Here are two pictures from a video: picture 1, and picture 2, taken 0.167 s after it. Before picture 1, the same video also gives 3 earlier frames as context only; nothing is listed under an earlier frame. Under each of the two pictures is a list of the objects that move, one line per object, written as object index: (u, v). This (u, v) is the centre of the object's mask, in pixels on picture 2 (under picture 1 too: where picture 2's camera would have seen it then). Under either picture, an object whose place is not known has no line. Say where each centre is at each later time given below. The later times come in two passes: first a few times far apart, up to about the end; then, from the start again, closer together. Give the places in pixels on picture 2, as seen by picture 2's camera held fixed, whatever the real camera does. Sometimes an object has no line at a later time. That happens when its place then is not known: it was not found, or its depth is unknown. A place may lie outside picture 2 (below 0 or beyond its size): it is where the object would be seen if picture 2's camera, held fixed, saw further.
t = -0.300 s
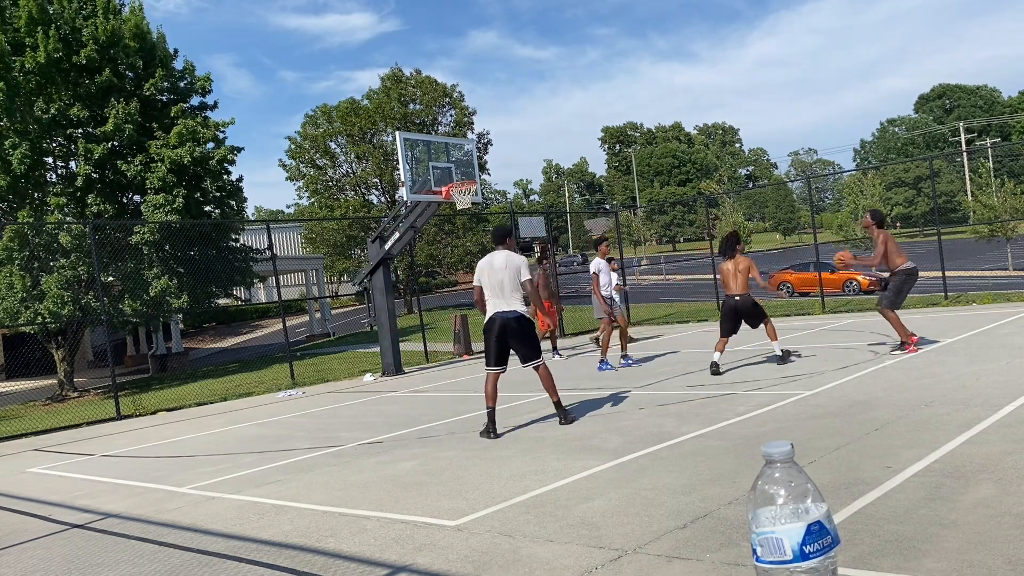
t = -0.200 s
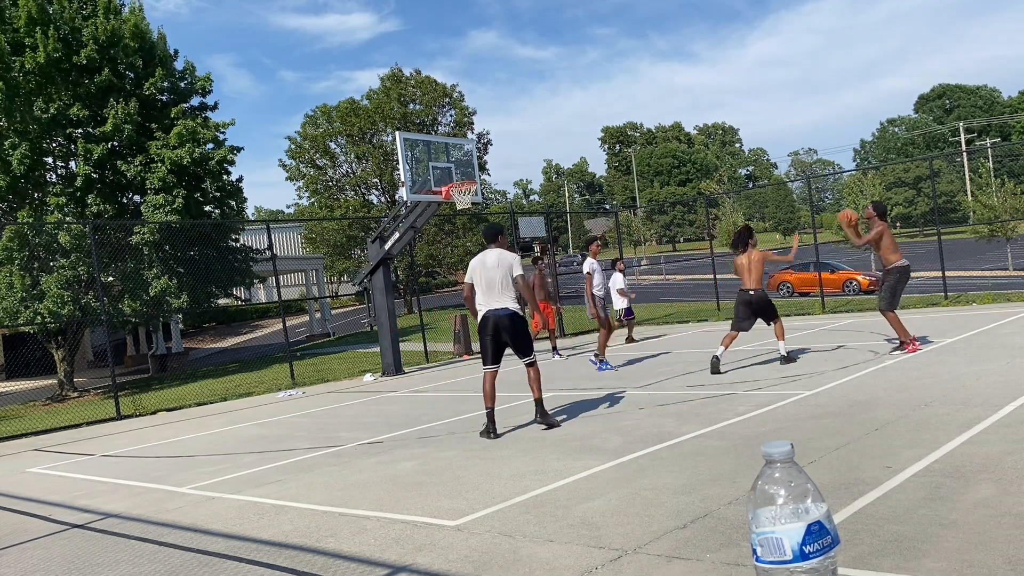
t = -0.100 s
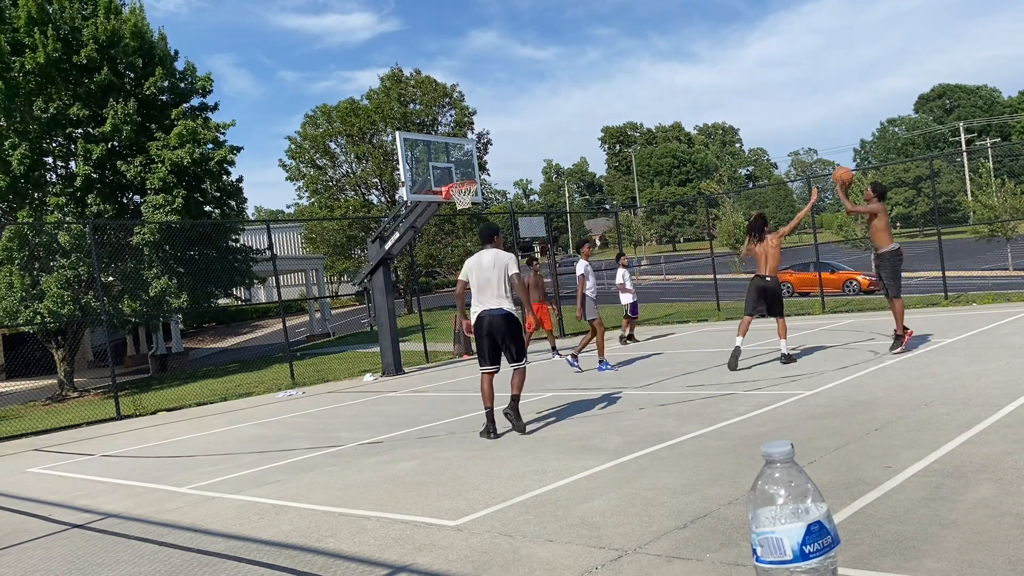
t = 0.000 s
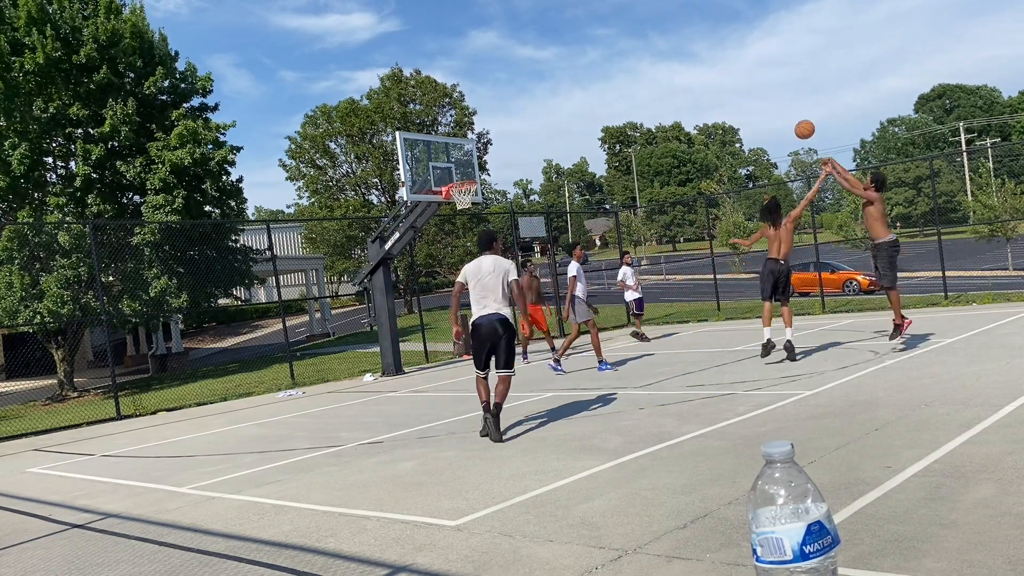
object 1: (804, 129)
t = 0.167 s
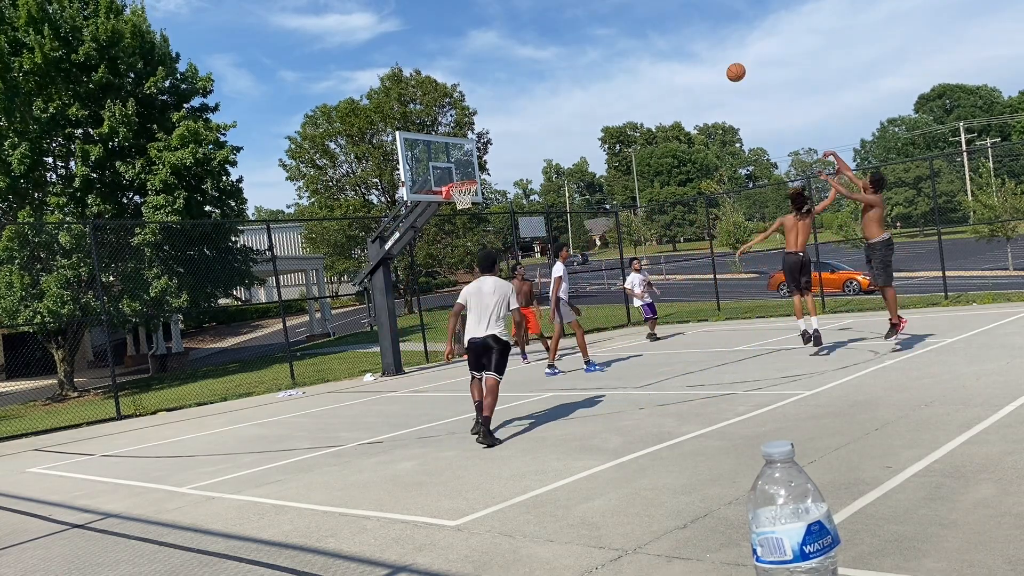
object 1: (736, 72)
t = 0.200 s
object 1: (723, 64)
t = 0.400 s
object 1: (654, 34)
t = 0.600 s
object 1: (594, 34)
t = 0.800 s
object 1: (542, 59)
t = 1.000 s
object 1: (497, 108)
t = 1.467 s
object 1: (471, 199)
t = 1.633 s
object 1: (464, 204)
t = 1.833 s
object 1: (464, 209)
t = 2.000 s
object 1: (470, 218)
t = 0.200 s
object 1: (723, 64)
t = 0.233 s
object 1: (711, 56)
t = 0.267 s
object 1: (699, 50)
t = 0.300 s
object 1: (687, 45)
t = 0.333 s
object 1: (676, 40)
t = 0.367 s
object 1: (665, 37)
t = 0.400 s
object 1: (654, 34)
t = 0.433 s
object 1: (643, 32)
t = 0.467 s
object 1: (633, 31)
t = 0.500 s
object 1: (623, 30)
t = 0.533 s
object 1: (613, 31)
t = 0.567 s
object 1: (603, 32)
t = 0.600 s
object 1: (594, 34)
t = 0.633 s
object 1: (584, 36)
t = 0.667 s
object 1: (576, 40)
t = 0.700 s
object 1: (567, 44)
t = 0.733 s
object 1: (558, 48)
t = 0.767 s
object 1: (550, 54)
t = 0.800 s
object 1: (542, 59)
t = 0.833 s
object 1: (534, 66)
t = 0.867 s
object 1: (526, 73)
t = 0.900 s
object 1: (519, 81)
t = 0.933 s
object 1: (511, 90)
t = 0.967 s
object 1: (504, 98)
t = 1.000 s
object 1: (497, 108)
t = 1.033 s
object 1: (491, 118)
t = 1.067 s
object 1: (484, 128)
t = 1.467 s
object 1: (471, 199)
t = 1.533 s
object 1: (466, 202)
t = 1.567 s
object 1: (463, 201)
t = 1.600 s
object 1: (465, 207)
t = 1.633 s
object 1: (464, 204)
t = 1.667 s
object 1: (463, 207)
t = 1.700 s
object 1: (463, 204)
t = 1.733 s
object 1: (462, 209)
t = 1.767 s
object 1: (460, 209)
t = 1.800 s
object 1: (462, 209)
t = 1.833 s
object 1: (464, 209)
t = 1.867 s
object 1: (465, 209)
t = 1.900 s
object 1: (466, 209)
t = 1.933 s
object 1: (467, 211)
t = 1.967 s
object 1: (468, 214)
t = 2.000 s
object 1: (470, 218)
